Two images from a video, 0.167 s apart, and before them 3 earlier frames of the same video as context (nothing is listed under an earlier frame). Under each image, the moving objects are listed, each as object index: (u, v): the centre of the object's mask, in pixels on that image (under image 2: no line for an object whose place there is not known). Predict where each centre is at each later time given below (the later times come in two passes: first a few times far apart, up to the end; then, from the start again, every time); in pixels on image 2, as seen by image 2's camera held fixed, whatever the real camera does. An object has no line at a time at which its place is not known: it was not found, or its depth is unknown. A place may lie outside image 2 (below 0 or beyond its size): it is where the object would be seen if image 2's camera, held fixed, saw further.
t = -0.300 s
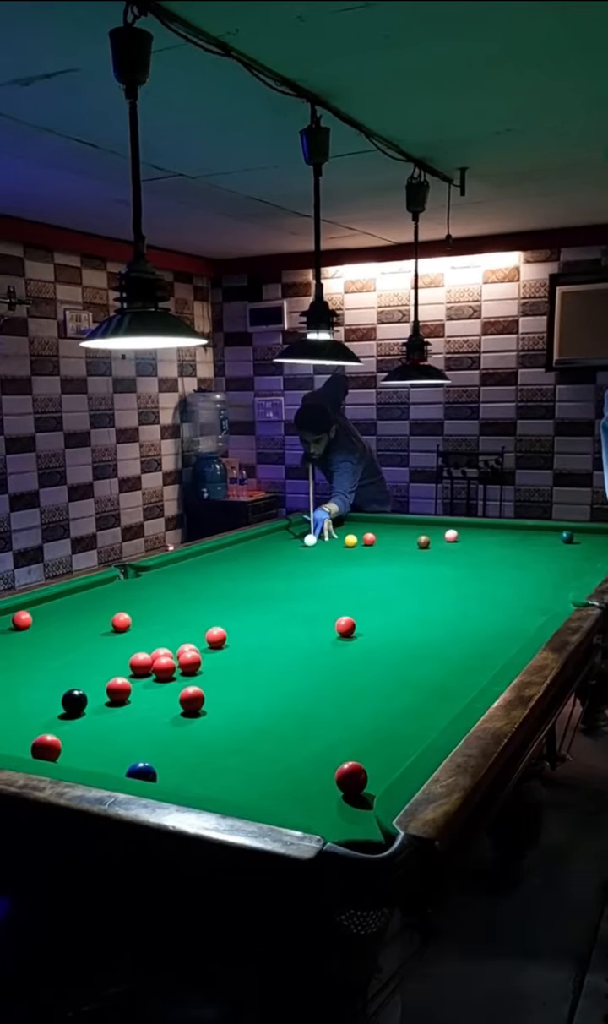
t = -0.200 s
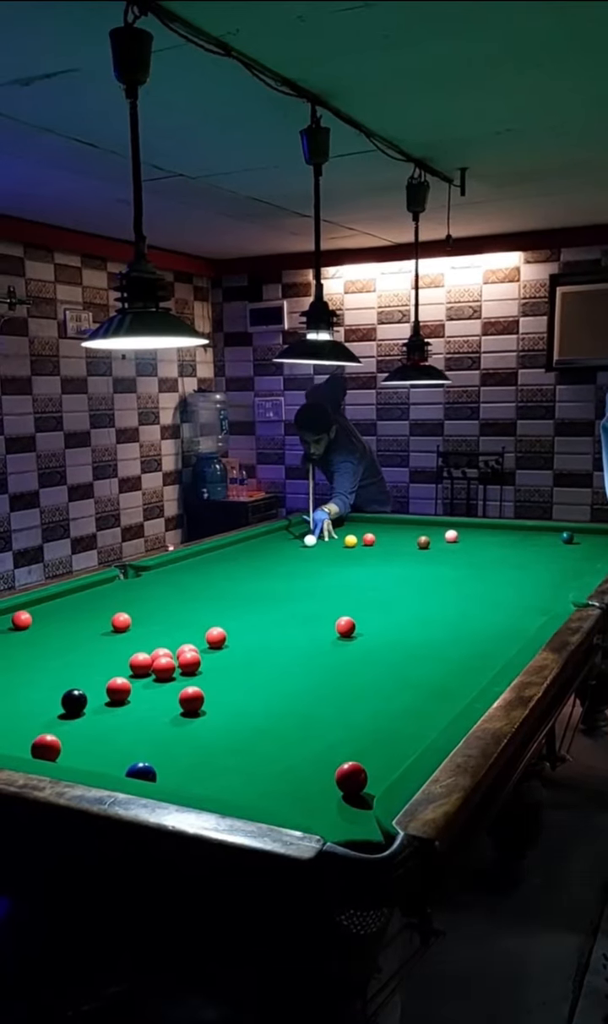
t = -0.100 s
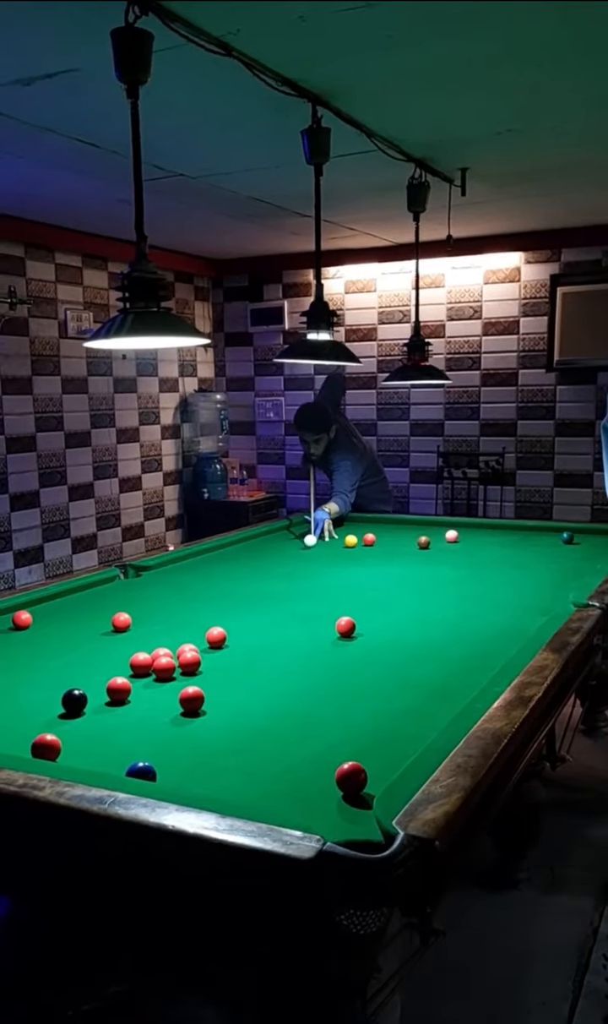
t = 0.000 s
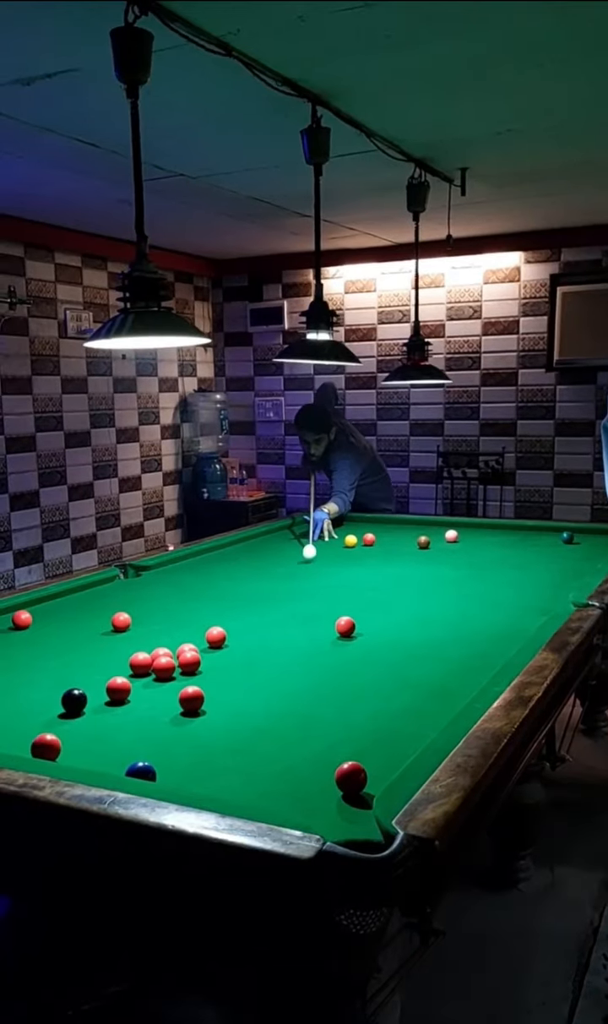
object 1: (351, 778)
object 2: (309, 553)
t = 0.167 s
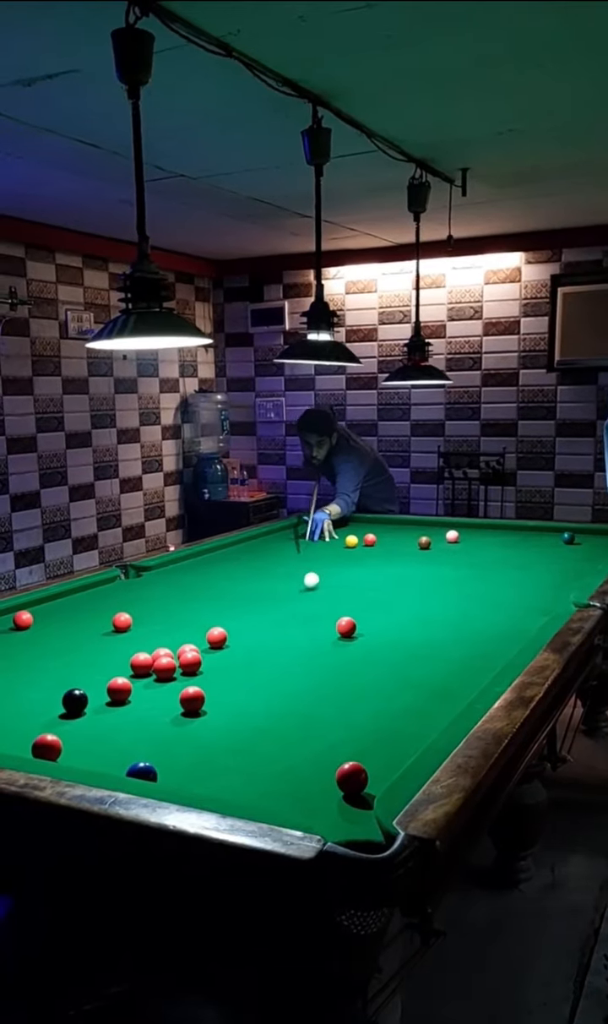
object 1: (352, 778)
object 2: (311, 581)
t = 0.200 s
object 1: (352, 778)
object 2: (312, 586)
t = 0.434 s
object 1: (352, 778)
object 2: (325, 633)
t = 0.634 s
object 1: (352, 778)
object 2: (344, 694)
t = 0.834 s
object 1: (328, 796)
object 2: (385, 769)
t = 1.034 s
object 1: (375, 779)
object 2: (301, 750)
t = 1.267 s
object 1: (383, 738)
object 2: (219, 738)
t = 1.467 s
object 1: (388, 710)
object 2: (157, 729)
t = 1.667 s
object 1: (392, 688)
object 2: (101, 721)
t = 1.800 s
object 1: (395, 675)
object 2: (66, 716)
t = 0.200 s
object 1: (352, 778)
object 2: (312, 586)
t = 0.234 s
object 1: (352, 778)
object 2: (313, 592)
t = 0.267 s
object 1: (352, 778)
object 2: (315, 598)
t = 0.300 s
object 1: (352, 779)
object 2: (317, 604)
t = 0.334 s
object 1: (352, 778)
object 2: (319, 610)
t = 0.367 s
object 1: (352, 778)
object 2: (321, 617)
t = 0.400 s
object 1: (352, 778)
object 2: (323, 625)
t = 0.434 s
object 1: (352, 778)
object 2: (325, 633)
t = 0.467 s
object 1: (352, 778)
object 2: (328, 641)
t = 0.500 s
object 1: (352, 778)
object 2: (330, 650)
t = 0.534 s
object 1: (352, 778)
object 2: (333, 660)
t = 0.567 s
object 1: (352, 778)
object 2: (336, 670)
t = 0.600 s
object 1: (351, 778)
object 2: (339, 681)
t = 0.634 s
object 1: (352, 778)
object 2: (344, 694)
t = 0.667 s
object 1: (352, 778)
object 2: (347, 706)
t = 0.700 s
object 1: (352, 778)
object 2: (351, 720)
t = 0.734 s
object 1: (352, 778)
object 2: (356, 736)
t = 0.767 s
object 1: (352, 778)
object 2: (361, 751)
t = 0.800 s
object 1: (345, 782)
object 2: (372, 768)
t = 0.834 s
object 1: (328, 796)
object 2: (385, 769)
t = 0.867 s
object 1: (312, 808)
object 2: (370, 765)
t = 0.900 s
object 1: (320, 808)
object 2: (354, 760)
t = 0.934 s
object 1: (339, 800)
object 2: (340, 757)
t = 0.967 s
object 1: (356, 794)
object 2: (326, 754)
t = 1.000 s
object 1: (370, 785)
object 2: (314, 752)
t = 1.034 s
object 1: (375, 779)
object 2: (301, 750)
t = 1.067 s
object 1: (377, 773)
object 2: (289, 748)
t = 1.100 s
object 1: (379, 767)
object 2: (277, 747)
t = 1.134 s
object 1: (380, 761)
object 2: (265, 745)
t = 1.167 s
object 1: (381, 755)
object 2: (253, 743)
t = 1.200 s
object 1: (382, 749)
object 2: (242, 742)
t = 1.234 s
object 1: (383, 744)
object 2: (230, 740)
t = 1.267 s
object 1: (383, 738)
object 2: (219, 738)
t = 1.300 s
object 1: (384, 733)
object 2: (208, 737)
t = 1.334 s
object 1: (385, 728)
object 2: (198, 735)
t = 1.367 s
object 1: (386, 723)
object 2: (187, 734)
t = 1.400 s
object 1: (387, 719)
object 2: (176, 732)
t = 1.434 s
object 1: (388, 715)
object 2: (166, 730)
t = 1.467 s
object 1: (388, 710)
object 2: (157, 729)
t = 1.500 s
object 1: (389, 707)
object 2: (147, 728)
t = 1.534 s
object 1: (390, 702)
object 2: (137, 726)
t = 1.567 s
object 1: (390, 698)
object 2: (128, 725)
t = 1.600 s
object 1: (391, 695)
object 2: (119, 724)
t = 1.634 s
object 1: (392, 691)
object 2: (110, 722)
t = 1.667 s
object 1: (392, 688)
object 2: (101, 721)
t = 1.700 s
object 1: (393, 684)
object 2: (92, 720)
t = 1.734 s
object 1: (394, 681)
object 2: (83, 719)
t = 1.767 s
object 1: (394, 678)
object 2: (74, 717)
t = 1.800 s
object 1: (395, 675)
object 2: (66, 716)
